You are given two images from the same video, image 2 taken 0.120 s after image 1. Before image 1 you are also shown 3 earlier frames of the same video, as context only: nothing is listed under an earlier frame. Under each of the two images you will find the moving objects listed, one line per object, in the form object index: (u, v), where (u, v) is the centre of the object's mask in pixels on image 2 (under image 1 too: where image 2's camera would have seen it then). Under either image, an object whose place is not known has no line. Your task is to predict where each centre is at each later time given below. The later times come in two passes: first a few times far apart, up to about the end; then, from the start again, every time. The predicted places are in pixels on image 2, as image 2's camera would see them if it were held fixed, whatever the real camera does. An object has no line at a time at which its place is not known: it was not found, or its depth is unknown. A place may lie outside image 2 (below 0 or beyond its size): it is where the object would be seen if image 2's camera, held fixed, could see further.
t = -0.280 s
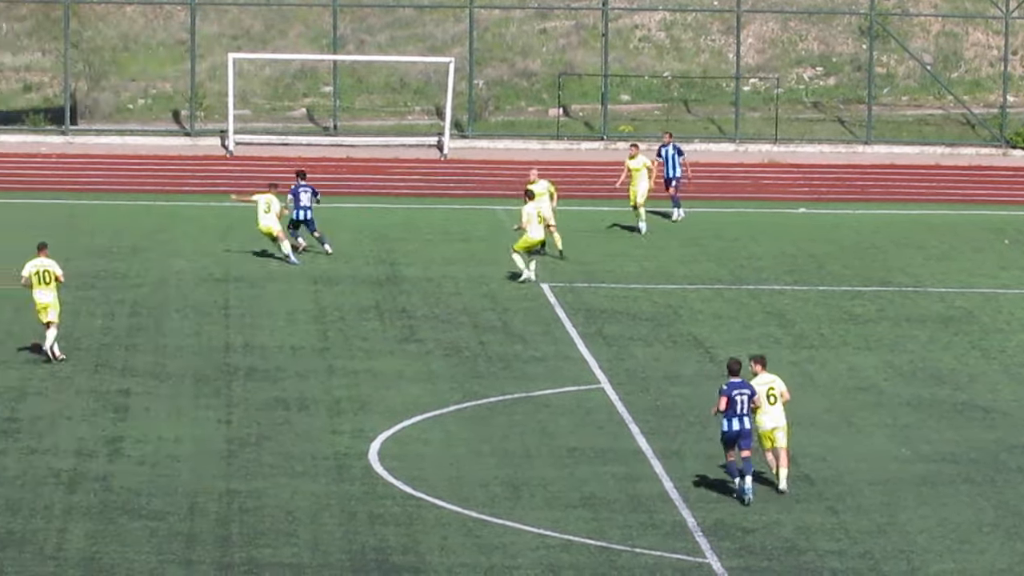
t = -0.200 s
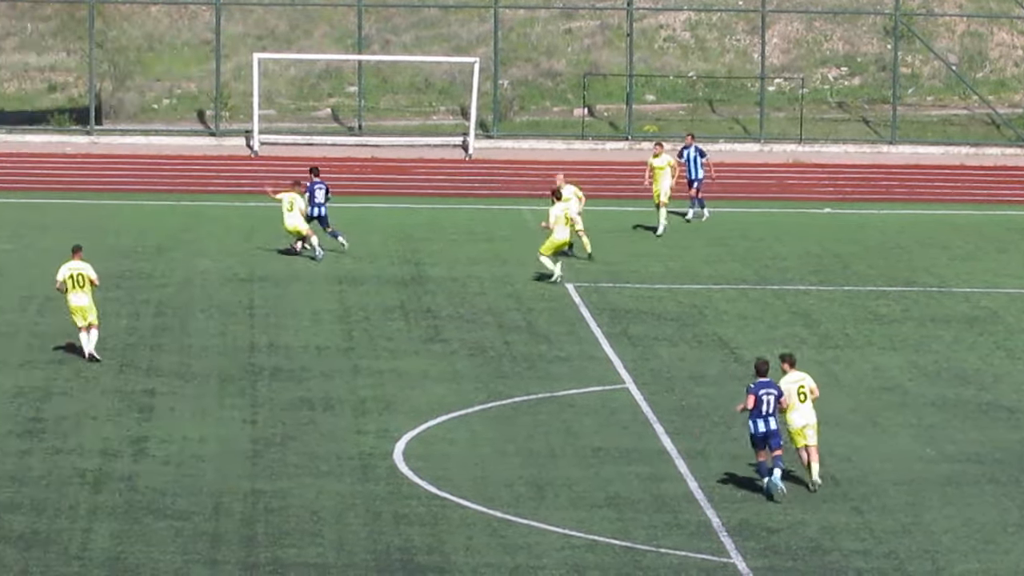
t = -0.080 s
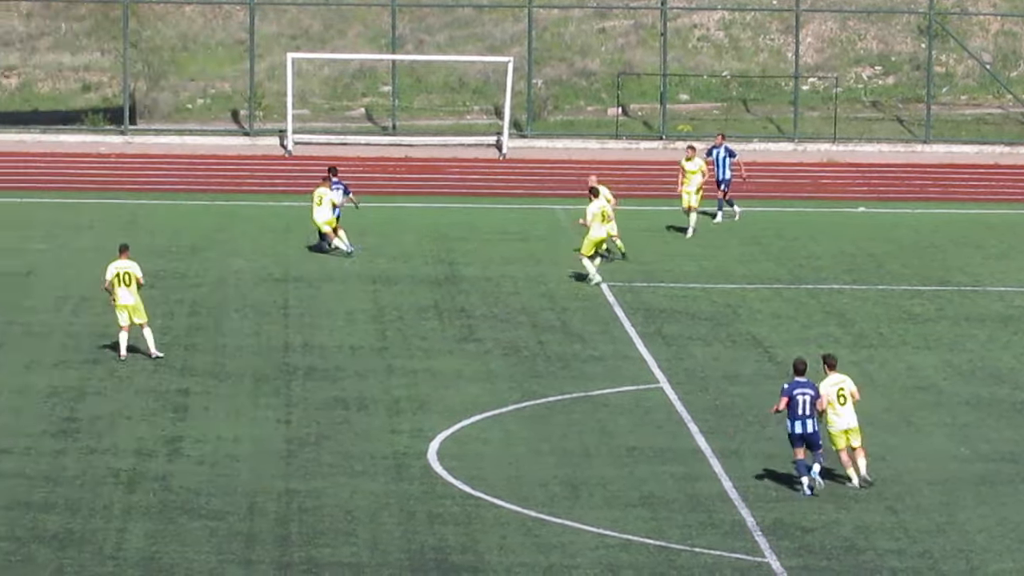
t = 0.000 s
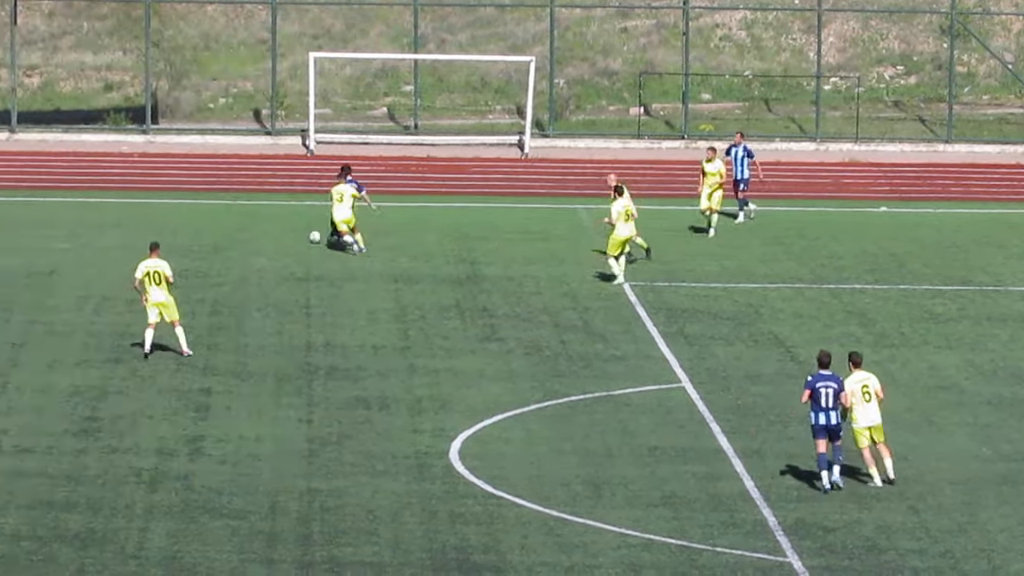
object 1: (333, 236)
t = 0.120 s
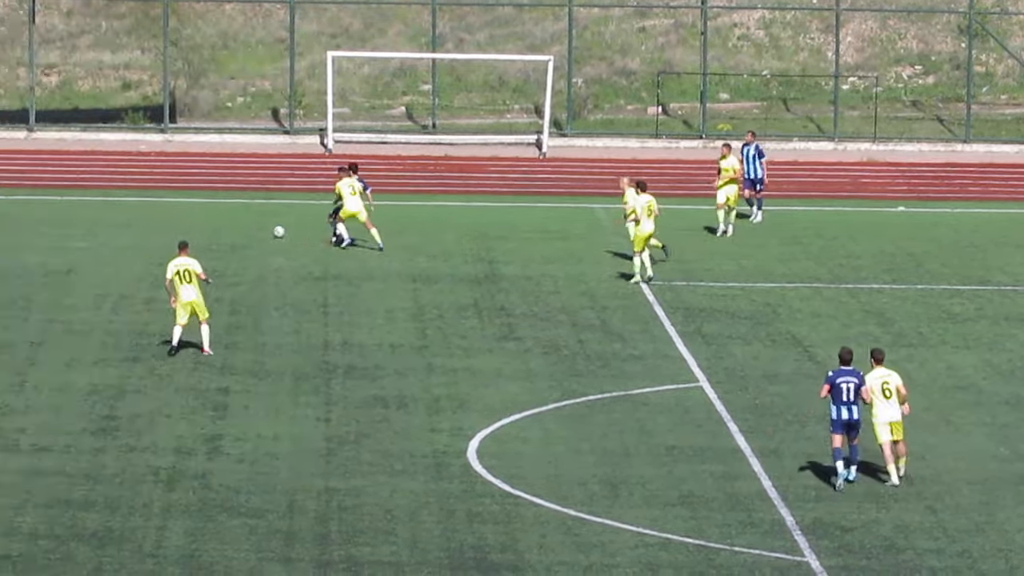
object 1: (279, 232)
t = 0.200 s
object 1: (246, 228)
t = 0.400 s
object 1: (172, 221)
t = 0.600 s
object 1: (106, 214)
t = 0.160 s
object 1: (262, 230)
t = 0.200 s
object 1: (246, 228)
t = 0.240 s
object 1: (230, 226)
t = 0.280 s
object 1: (215, 225)
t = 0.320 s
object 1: (200, 225)
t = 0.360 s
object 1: (186, 223)
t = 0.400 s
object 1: (172, 221)
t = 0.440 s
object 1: (158, 220)
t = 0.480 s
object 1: (144, 219)
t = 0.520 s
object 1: (130, 219)
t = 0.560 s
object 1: (118, 216)
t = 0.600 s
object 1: (106, 214)
